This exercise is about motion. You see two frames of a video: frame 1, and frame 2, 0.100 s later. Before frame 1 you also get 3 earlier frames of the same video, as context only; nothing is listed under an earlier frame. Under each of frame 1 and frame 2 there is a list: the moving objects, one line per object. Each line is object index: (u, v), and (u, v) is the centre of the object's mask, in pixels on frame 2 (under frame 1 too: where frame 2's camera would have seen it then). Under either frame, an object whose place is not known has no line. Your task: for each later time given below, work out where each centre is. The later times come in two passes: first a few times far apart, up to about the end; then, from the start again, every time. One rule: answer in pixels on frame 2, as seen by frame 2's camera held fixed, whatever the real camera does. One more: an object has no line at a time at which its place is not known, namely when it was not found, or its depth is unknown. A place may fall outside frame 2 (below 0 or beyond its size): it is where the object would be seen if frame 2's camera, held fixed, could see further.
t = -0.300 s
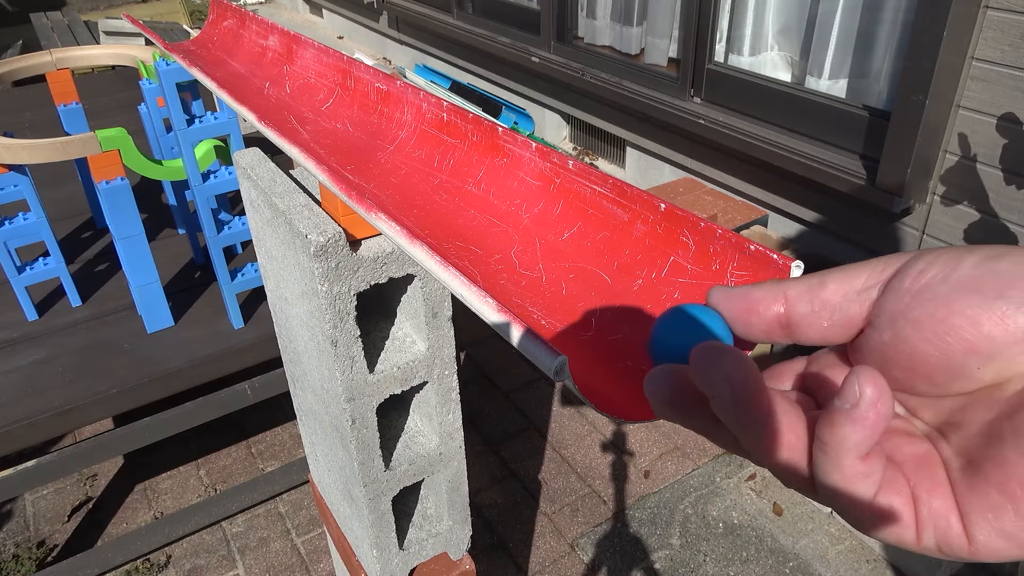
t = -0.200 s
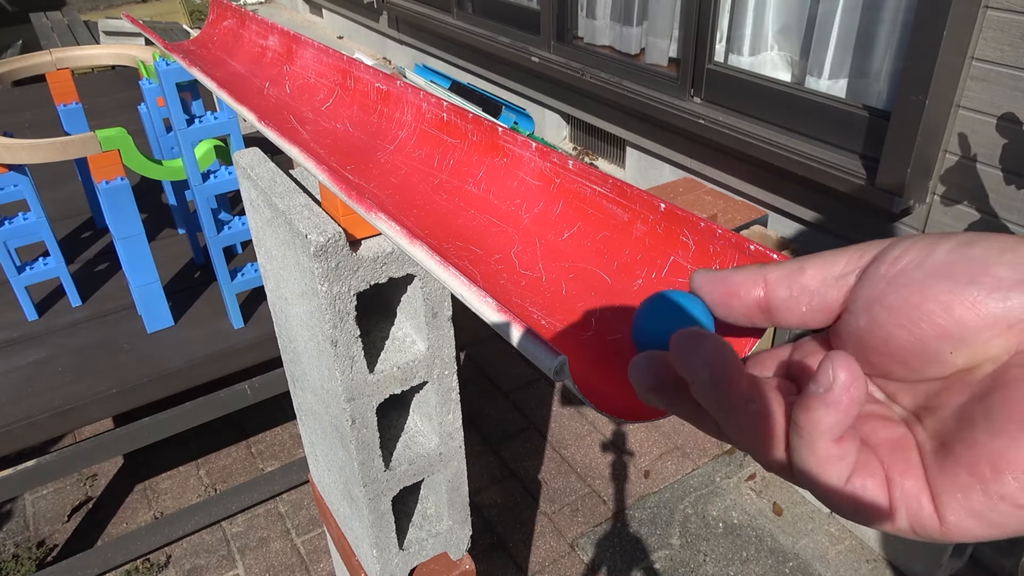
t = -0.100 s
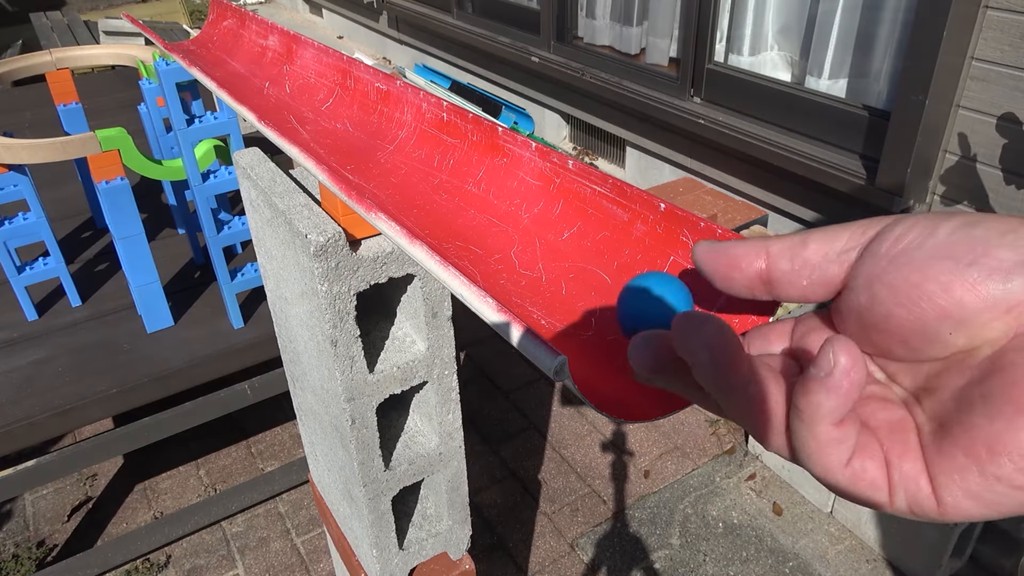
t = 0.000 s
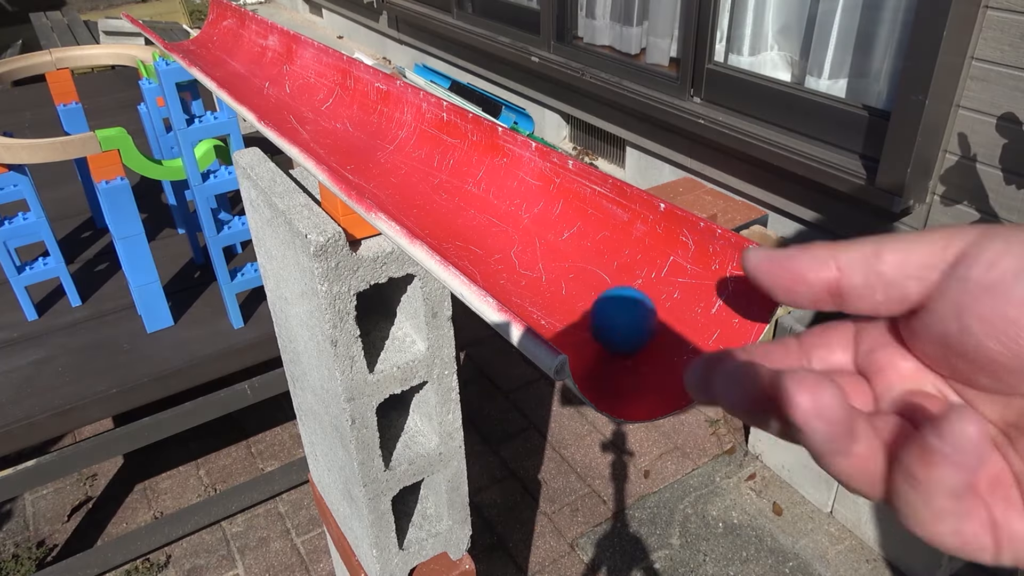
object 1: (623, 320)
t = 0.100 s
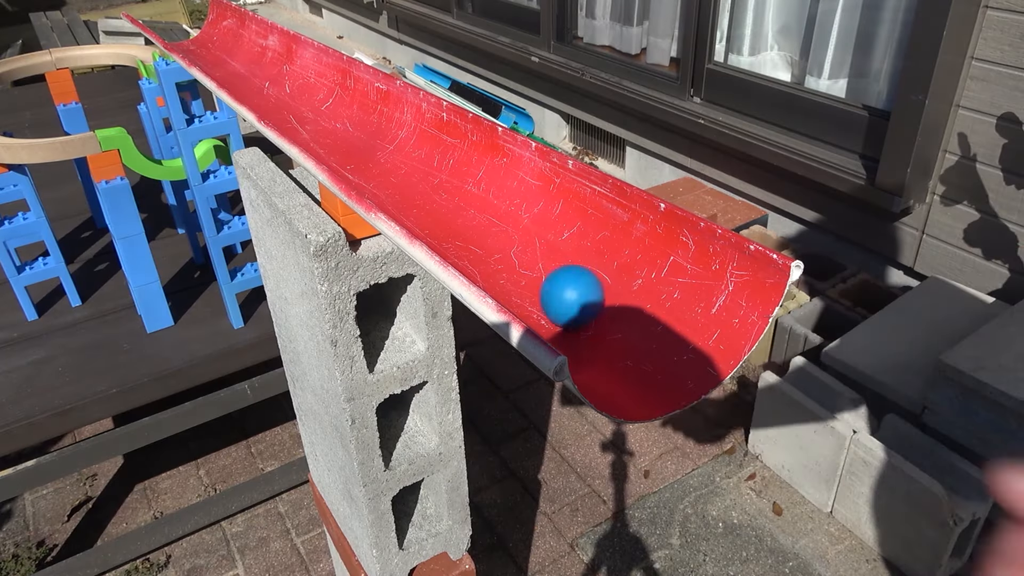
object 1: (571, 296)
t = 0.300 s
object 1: (488, 249)
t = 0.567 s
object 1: (421, 190)
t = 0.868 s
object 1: (346, 142)
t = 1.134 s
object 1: (292, 110)
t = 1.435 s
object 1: (257, 80)
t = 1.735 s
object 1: (218, 59)
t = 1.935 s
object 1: (206, 46)
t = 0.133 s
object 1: (554, 290)
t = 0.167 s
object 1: (536, 282)
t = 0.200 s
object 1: (521, 274)
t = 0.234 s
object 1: (508, 266)
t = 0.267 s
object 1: (497, 258)
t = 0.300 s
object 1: (488, 249)
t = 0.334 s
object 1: (480, 241)
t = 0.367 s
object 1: (474, 232)
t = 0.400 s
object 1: (468, 223)
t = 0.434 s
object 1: (461, 215)
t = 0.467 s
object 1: (454, 207)
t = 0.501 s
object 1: (445, 200)
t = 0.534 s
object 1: (434, 195)
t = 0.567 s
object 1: (421, 190)
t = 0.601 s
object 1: (408, 185)
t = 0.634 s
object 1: (396, 180)
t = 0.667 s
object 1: (384, 175)
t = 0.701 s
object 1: (375, 170)
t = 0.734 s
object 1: (367, 164)
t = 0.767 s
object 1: (360, 159)
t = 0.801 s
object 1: (355, 153)
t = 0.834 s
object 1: (351, 148)
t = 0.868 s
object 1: (346, 142)
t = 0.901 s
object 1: (342, 137)
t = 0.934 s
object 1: (338, 131)
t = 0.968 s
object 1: (333, 127)
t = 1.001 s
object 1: (326, 123)
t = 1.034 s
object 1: (318, 119)
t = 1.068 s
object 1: (309, 116)
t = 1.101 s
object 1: (300, 113)
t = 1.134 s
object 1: (292, 110)
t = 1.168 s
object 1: (285, 106)
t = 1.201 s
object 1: (280, 104)
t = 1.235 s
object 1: (275, 100)
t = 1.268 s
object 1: (271, 96)
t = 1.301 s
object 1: (269, 93)
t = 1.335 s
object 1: (266, 89)
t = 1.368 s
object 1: (264, 86)
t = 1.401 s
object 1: (261, 83)
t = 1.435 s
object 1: (257, 80)
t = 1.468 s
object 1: (253, 78)
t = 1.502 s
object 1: (247, 75)
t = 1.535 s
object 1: (242, 73)
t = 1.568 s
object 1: (236, 71)
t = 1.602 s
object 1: (231, 68)
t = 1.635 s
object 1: (227, 67)
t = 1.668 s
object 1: (223, 64)
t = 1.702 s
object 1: (221, 62)
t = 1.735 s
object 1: (218, 59)
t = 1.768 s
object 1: (216, 57)
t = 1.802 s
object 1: (215, 55)
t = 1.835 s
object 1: (214, 52)
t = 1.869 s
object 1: (213, 50)
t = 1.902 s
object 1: (210, 47)
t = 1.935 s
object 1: (206, 46)
